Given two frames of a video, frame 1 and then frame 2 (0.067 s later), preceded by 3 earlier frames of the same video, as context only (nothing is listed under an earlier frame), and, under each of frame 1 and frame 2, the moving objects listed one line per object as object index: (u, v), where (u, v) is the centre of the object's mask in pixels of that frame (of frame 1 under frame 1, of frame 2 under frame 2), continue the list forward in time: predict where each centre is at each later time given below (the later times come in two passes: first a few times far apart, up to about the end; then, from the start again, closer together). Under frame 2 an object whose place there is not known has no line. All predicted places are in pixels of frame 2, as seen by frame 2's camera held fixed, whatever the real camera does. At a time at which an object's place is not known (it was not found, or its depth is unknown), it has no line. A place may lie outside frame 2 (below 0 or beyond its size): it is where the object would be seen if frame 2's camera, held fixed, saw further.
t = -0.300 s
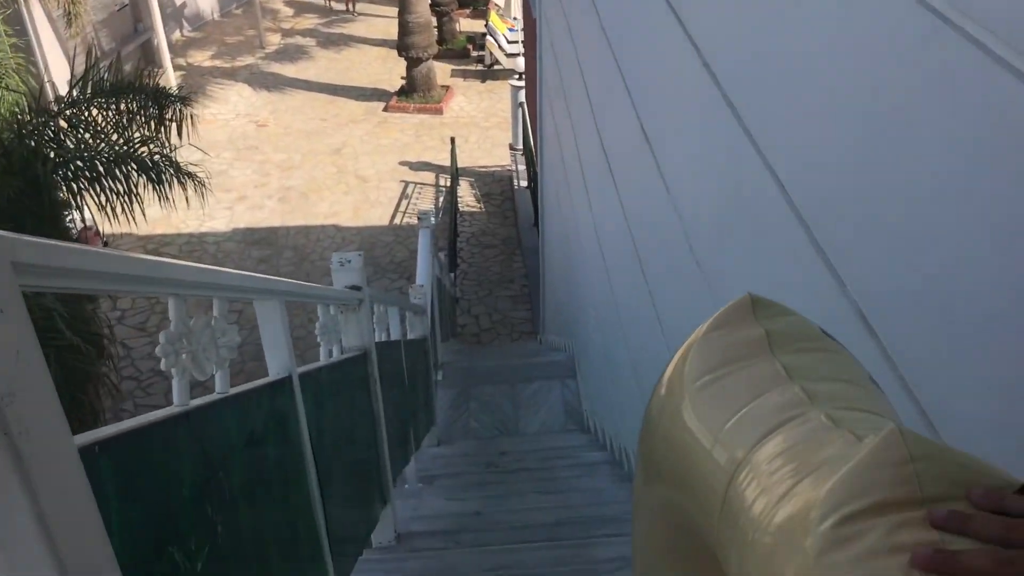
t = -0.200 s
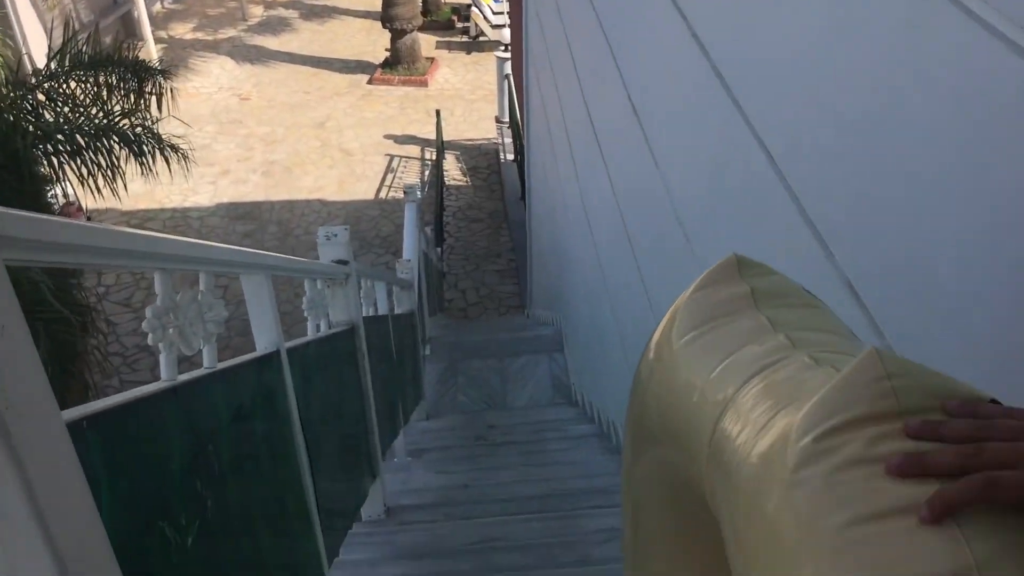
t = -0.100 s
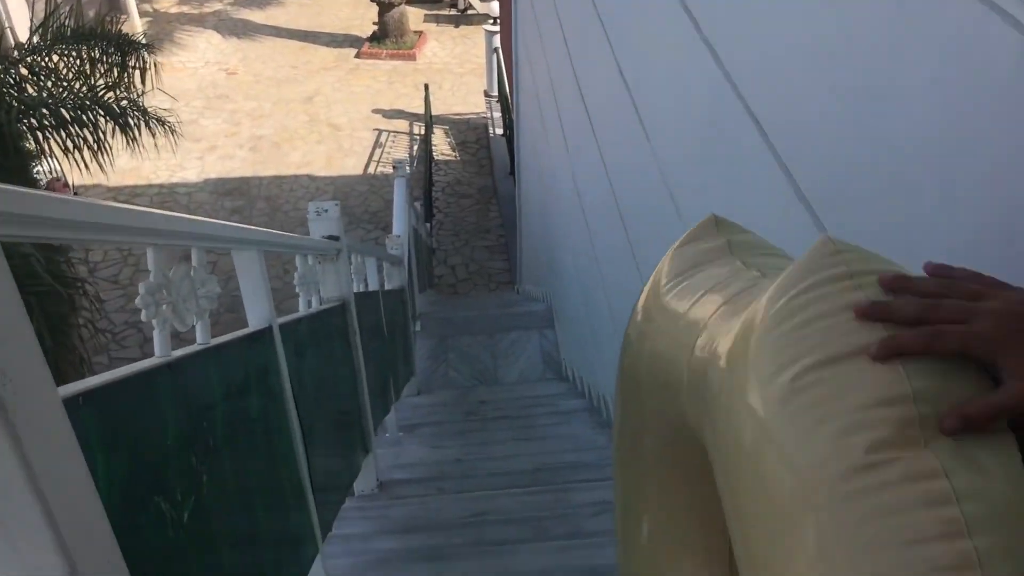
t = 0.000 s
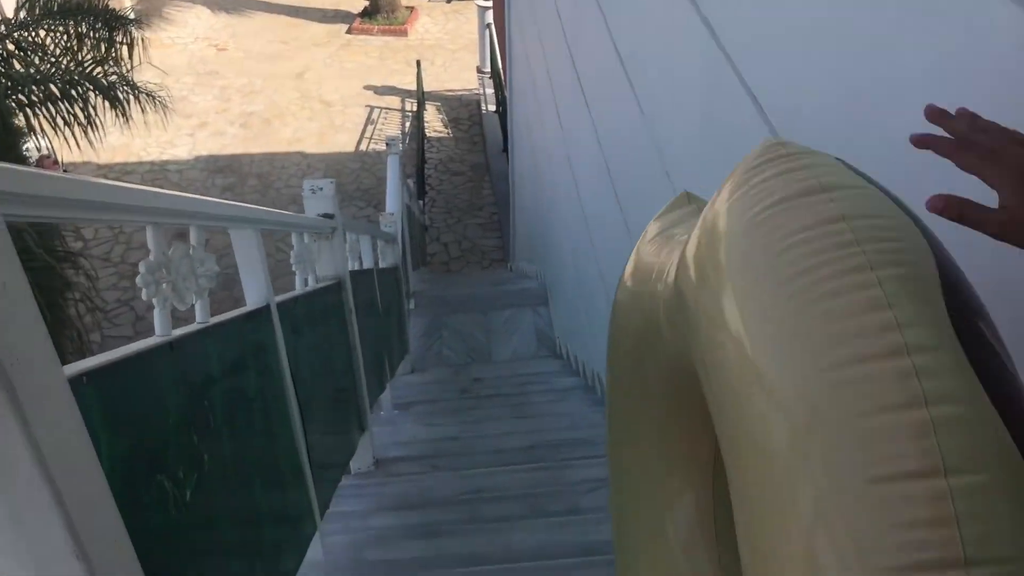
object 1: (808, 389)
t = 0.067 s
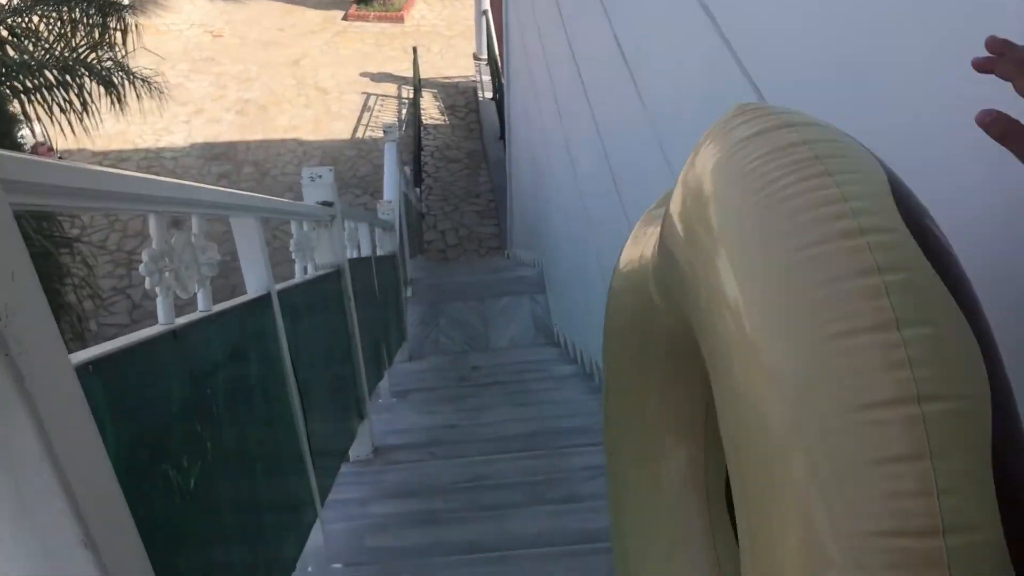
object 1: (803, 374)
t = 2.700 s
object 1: (477, 204)
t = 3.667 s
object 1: (470, 209)
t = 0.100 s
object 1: (797, 376)
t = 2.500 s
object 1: (488, 192)
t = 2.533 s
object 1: (486, 191)
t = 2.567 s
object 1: (483, 192)
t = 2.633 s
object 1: (478, 198)
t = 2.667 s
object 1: (478, 200)
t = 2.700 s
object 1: (477, 204)
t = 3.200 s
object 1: (462, 215)
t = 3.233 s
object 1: (463, 216)
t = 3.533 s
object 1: (469, 221)
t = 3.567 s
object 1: (470, 217)
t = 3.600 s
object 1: (470, 213)
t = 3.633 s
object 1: (469, 210)
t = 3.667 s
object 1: (470, 209)
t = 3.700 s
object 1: (470, 208)
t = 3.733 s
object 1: (470, 208)
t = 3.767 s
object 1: (471, 209)
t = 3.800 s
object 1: (471, 210)
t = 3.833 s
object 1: (472, 212)
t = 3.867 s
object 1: (472, 214)
